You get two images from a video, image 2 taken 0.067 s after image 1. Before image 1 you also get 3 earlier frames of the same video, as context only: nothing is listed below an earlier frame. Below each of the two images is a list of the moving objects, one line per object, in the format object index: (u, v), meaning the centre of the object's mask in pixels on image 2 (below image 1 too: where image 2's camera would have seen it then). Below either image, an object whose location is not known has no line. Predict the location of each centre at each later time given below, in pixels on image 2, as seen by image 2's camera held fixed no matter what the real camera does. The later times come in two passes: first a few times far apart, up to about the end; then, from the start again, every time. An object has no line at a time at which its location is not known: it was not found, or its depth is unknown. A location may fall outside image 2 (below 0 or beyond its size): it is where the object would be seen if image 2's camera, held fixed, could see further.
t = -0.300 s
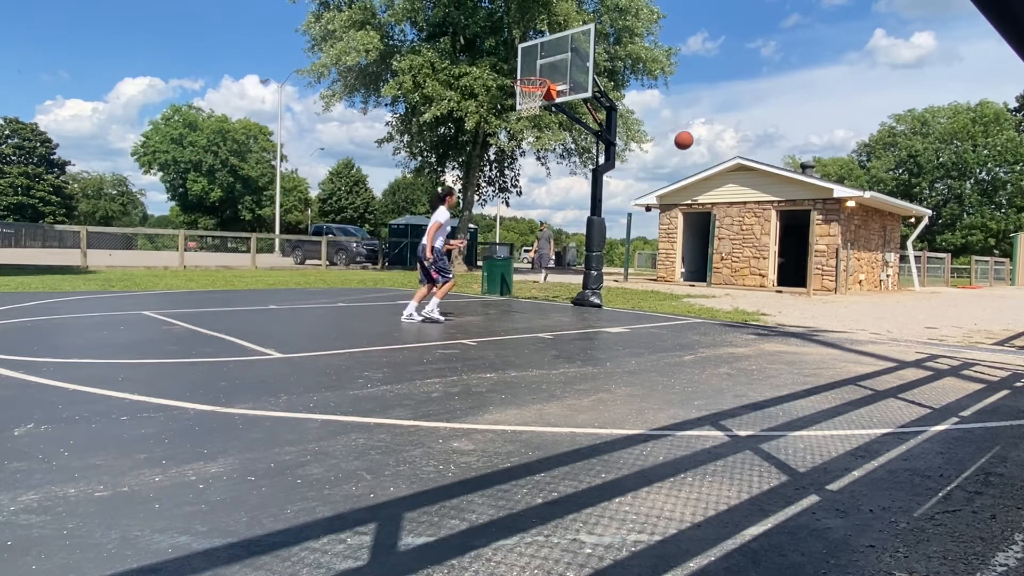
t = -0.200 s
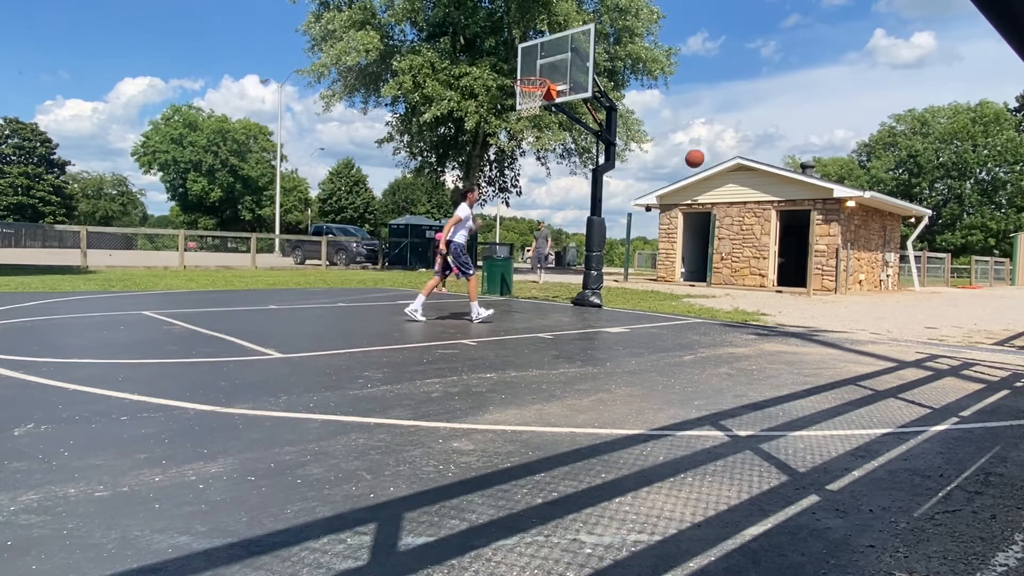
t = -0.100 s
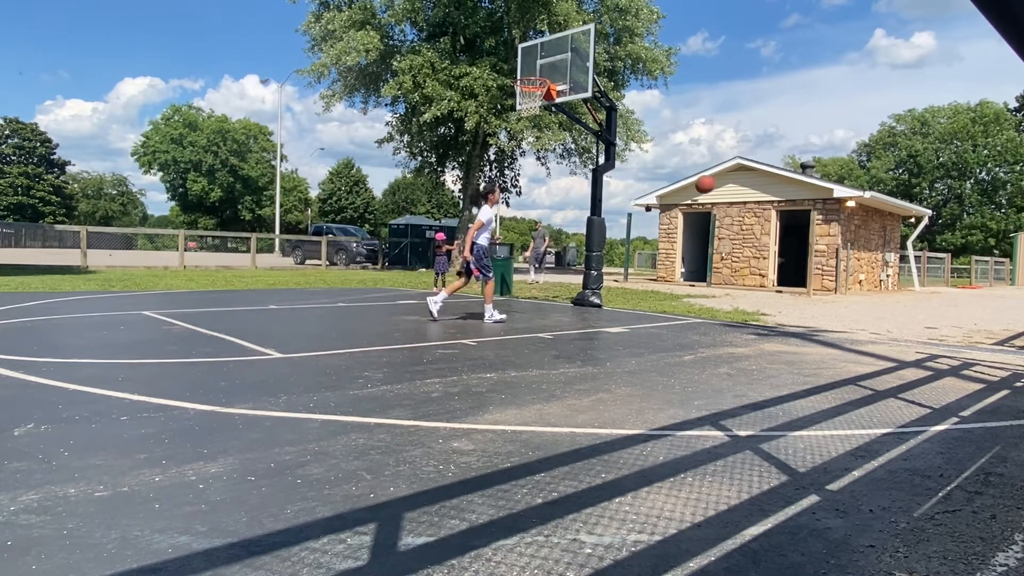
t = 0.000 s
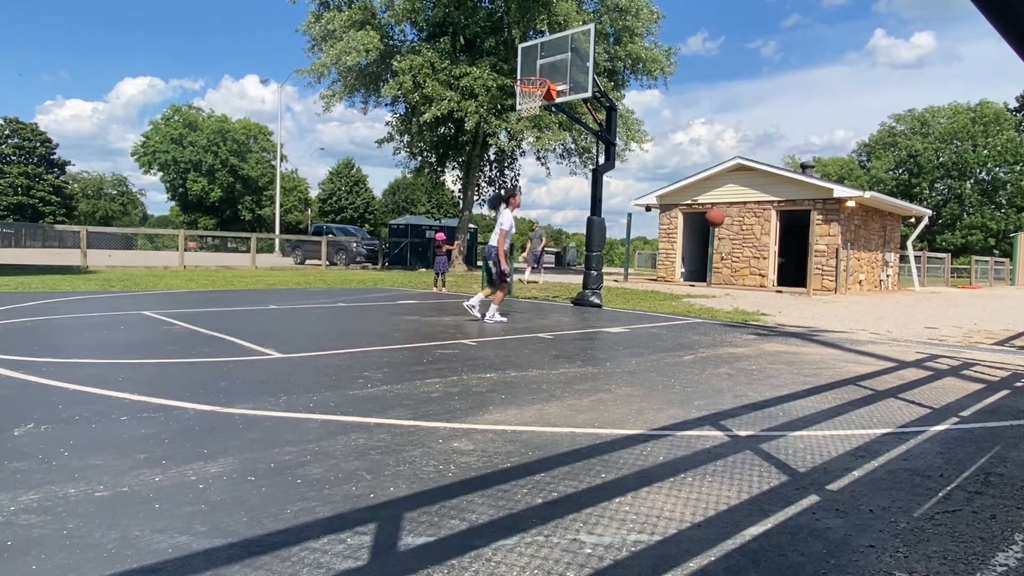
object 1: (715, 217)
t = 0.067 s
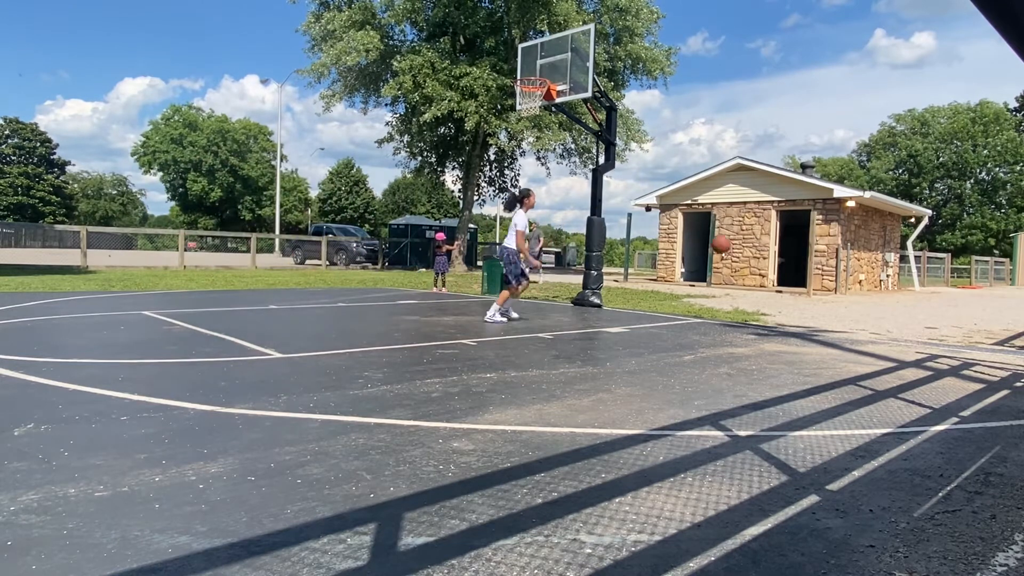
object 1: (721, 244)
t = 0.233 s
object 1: (737, 311)
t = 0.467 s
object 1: (772, 228)
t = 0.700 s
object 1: (803, 188)
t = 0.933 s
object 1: (832, 190)
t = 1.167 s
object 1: (860, 239)
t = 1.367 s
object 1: (880, 316)
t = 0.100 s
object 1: (724, 258)
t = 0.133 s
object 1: (727, 274)
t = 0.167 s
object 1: (730, 290)
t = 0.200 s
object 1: (733, 307)
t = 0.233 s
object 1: (737, 311)
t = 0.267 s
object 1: (742, 297)
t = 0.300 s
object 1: (748, 283)
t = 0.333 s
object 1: (752, 270)
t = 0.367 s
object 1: (757, 258)
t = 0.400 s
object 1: (762, 248)
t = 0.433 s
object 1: (767, 237)
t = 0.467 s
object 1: (772, 228)
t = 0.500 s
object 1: (776, 220)
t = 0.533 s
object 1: (781, 212)
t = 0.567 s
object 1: (785, 206)
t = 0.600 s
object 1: (791, 199)
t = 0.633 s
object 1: (794, 194)
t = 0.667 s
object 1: (799, 191)
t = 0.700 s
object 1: (803, 188)
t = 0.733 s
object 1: (807, 185)
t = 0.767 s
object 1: (811, 184)
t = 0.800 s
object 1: (816, 184)
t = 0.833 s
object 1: (820, 184)
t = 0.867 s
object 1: (824, 186)
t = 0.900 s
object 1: (829, 188)
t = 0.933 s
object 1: (832, 190)
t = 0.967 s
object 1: (837, 194)
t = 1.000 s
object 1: (841, 200)
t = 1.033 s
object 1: (845, 206)
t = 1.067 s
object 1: (849, 213)
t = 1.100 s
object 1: (852, 220)
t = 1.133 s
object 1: (856, 230)
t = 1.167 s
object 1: (860, 239)
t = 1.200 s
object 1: (863, 249)
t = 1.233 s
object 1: (867, 262)
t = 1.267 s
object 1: (870, 274)
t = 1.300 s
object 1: (873, 287)
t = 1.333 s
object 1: (877, 301)
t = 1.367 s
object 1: (880, 316)
